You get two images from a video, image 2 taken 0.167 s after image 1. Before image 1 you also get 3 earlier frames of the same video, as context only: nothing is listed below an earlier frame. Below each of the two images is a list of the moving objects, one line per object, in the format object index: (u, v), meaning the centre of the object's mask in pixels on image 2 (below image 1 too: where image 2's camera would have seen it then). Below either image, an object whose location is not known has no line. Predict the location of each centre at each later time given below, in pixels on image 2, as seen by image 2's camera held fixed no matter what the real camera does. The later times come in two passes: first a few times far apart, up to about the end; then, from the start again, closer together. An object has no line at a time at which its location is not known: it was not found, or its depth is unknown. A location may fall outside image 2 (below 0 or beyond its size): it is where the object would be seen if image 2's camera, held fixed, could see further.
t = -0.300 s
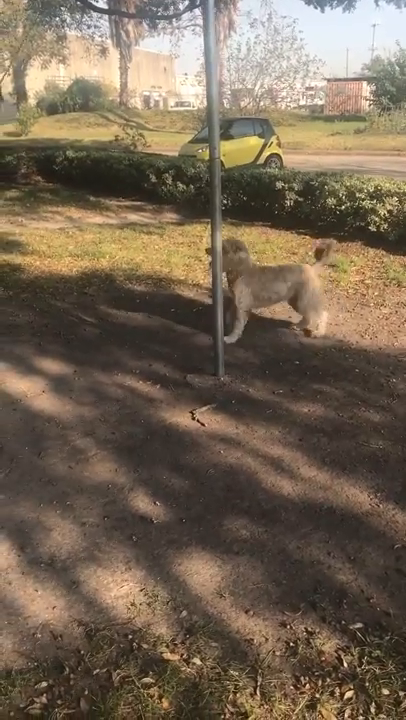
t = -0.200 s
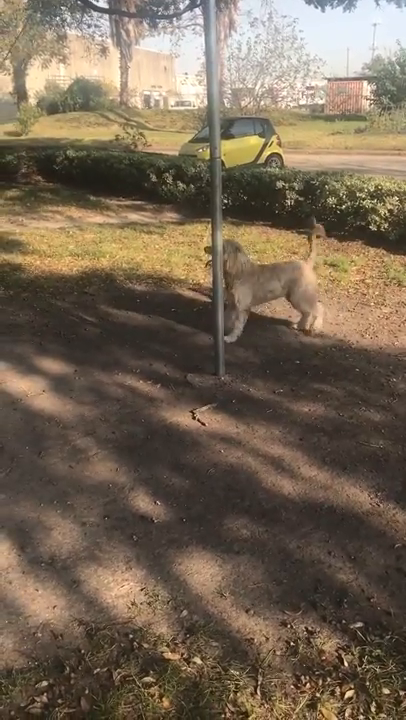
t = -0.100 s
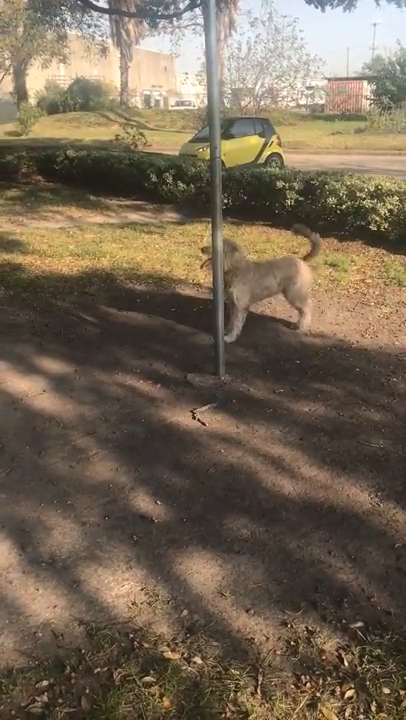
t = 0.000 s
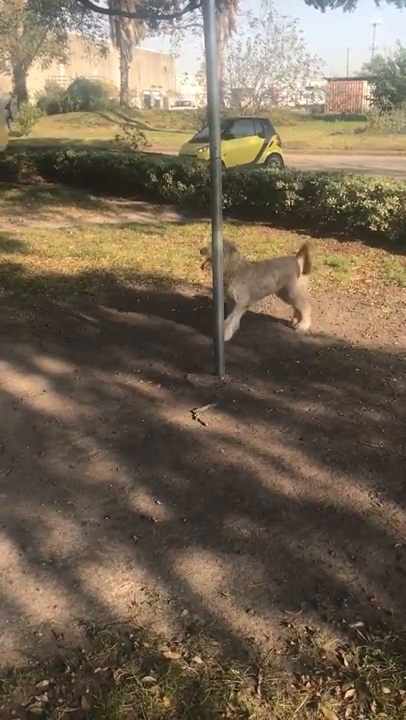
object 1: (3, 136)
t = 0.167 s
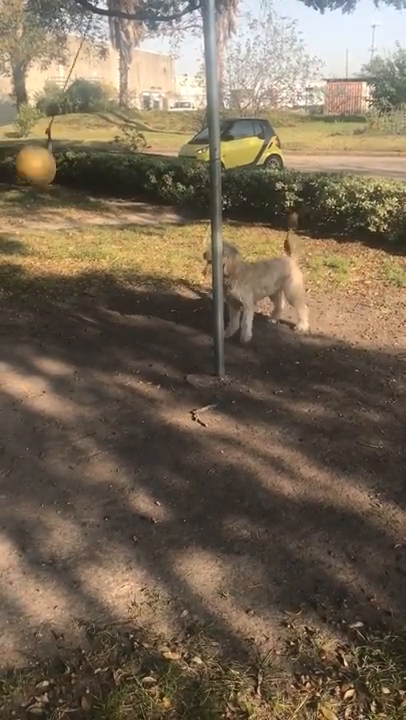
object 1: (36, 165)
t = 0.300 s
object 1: (96, 187)
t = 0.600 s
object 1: (262, 191)
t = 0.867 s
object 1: (372, 150)
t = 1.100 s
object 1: (399, 125)
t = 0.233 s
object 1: (64, 177)
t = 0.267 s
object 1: (80, 183)
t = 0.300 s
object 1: (96, 187)
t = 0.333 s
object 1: (113, 191)
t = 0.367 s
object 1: (131, 195)
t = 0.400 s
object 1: (150, 197)
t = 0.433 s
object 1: (169, 199)
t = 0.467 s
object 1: (188, 200)
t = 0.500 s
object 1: (206, 199)
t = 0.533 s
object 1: (226, 198)
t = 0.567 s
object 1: (244, 196)
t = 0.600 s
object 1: (262, 191)
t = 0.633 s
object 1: (280, 189)
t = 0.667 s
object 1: (298, 183)
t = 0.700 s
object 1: (313, 179)
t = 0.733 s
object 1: (327, 172)
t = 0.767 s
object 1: (341, 167)
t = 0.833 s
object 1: (363, 155)
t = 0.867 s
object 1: (372, 150)
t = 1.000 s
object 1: (395, 132)
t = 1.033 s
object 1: (397, 130)
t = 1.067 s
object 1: (399, 126)
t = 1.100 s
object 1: (399, 125)
